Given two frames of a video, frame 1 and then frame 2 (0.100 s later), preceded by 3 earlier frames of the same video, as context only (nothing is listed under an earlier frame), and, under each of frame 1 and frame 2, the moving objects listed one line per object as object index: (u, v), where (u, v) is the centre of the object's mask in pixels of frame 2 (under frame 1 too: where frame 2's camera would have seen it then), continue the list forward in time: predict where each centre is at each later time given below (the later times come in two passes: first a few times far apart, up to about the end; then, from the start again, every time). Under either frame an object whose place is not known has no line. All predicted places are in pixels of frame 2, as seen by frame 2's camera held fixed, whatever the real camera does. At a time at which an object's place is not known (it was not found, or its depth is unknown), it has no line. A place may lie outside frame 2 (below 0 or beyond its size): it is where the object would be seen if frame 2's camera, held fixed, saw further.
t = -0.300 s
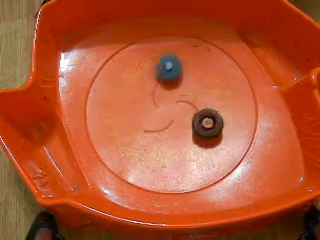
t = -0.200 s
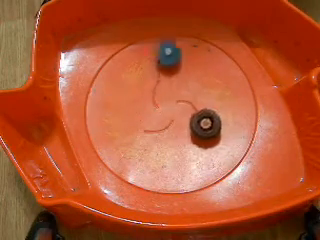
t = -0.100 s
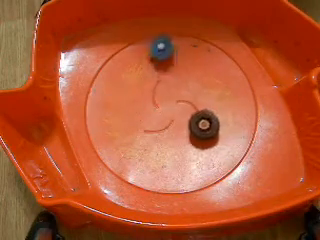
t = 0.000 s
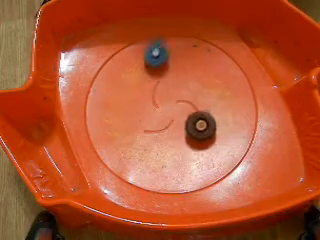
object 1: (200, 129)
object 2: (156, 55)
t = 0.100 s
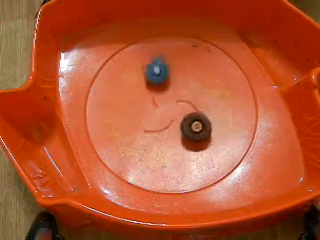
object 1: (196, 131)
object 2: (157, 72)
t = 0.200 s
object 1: (192, 131)
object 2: (167, 89)
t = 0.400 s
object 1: (186, 142)
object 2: (202, 96)
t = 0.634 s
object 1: (156, 164)
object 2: (209, 58)
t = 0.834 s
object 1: (147, 150)
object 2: (177, 66)
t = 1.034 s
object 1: (149, 137)
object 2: (171, 106)
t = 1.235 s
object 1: (143, 130)
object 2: (206, 123)
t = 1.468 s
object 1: (145, 130)
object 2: (232, 107)
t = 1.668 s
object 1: (146, 128)
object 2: (202, 98)
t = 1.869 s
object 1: (145, 123)
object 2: (175, 120)
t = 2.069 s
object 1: (145, 126)
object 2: (189, 141)
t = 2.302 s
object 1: (146, 125)
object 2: (195, 121)
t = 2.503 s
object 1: (136, 126)
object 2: (181, 106)
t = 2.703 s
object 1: (121, 129)
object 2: (193, 80)
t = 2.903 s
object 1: (128, 126)
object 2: (169, 71)
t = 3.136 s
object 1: (134, 118)
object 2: (160, 102)
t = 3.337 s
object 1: (137, 115)
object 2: (182, 126)
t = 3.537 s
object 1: (138, 112)
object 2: (210, 119)
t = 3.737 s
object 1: (139, 110)
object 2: (196, 100)
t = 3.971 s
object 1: (133, 112)
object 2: (177, 108)
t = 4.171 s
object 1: (123, 114)
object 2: (201, 100)
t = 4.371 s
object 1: (129, 113)
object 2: (198, 87)
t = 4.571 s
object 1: (137, 110)
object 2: (181, 92)
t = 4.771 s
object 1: (145, 100)
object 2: (175, 119)
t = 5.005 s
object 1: (147, 97)
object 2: (191, 136)
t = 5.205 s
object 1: (149, 96)
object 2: (196, 123)
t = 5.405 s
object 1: (150, 98)
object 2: (174, 114)
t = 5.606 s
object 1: (147, 97)
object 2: (172, 120)
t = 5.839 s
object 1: (150, 95)
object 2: (171, 121)
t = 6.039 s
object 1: (151, 95)
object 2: (166, 127)
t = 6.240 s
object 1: (153, 93)
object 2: (171, 119)
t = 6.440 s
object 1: (155, 89)
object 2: (176, 116)
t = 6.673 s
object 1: (154, 87)
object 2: (189, 111)
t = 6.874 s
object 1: (152, 89)
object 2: (185, 102)
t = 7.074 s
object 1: (151, 92)
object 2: (180, 97)
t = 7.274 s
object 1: (137, 96)
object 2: (205, 92)
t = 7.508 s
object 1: (144, 93)
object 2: (211, 83)
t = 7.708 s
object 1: (154, 94)
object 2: (196, 98)
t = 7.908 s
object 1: (164, 92)
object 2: (181, 116)
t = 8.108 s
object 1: (166, 92)
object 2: (165, 133)
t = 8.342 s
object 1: (169, 91)
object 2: (152, 147)
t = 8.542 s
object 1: (172, 93)
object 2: (157, 140)
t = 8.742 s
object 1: (174, 93)
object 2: (157, 120)
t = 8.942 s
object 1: (182, 93)
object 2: (143, 118)
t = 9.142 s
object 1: (185, 95)
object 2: (139, 125)
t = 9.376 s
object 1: (185, 100)
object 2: (157, 113)
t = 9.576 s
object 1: (200, 94)
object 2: (140, 114)
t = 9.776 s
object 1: (198, 91)
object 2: (131, 119)
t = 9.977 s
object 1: (184, 97)
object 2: (146, 118)
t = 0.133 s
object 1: (194, 131)
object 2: (160, 79)
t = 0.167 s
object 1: (193, 131)
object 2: (163, 84)
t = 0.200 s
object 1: (192, 131)
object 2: (167, 89)
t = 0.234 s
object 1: (191, 132)
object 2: (172, 94)
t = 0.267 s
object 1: (191, 132)
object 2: (178, 98)
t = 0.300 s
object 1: (191, 132)
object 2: (184, 101)
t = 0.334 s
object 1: (190, 134)
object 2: (189, 103)
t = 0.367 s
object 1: (189, 136)
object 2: (195, 104)
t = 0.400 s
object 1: (186, 142)
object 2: (202, 96)
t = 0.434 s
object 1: (183, 148)
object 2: (207, 89)
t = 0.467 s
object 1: (178, 154)
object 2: (210, 83)
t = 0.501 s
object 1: (173, 158)
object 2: (212, 77)
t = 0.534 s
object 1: (169, 161)
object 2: (213, 71)
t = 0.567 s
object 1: (164, 163)
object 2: (213, 65)
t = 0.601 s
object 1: (160, 164)
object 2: (211, 61)
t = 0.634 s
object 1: (156, 164)
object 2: (209, 58)
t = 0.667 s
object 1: (152, 163)
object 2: (204, 55)
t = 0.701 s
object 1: (150, 161)
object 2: (198, 53)
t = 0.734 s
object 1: (148, 159)
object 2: (193, 53)
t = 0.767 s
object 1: (147, 156)
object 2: (187, 56)
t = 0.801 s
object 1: (147, 154)
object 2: (182, 60)
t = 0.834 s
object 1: (147, 150)
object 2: (177, 66)
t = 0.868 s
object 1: (148, 148)
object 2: (172, 71)
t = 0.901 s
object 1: (148, 147)
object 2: (171, 78)
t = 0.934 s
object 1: (148, 145)
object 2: (170, 85)
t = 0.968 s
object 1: (149, 143)
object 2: (169, 92)
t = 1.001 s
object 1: (149, 140)
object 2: (169, 99)
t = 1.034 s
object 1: (149, 137)
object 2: (171, 106)
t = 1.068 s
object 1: (150, 135)
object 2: (172, 112)
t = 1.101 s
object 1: (147, 133)
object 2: (178, 116)
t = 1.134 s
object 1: (144, 131)
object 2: (186, 118)
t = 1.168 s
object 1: (143, 131)
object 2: (193, 120)
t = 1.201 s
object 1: (143, 130)
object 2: (199, 122)
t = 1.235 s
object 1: (143, 130)
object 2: (206, 123)
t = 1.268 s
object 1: (143, 131)
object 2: (212, 123)
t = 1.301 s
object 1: (144, 131)
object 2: (218, 122)
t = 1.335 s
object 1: (144, 130)
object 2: (224, 120)
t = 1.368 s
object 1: (145, 130)
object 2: (229, 118)
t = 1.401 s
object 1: (145, 130)
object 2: (232, 114)
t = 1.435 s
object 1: (145, 130)
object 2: (233, 111)
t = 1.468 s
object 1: (145, 130)
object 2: (232, 107)
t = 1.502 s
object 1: (146, 130)
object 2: (230, 104)
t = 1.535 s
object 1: (146, 129)
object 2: (226, 100)
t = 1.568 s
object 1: (146, 129)
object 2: (221, 98)
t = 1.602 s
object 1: (146, 129)
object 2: (215, 97)
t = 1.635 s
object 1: (146, 129)
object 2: (208, 98)
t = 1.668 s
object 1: (146, 128)
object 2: (202, 98)
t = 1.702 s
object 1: (146, 128)
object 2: (196, 102)
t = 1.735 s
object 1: (146, 128)
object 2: (190, 105)
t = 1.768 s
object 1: (147, 128)
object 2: (186, 108)
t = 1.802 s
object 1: (146, 124)
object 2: (181, 111)
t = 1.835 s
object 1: (146, 123)
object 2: (177, 116)
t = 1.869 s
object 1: (145, 123)
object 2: (175, 120)
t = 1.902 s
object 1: (144, 124)
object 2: (175, 124)
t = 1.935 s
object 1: (145, 124)
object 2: (175, 129)
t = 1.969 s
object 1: (145, 124)
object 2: (177, 134)
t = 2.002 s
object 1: (145, 124)
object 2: (181, 137)
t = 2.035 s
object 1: (145, 124)
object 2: (185, 140)
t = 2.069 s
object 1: (145, 126)
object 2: (189, 141)
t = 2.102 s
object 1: (145, 126)
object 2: (193, 140)
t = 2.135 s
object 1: (145, 126)
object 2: (196, 138)
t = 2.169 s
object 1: (146, 125)
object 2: (197, 135)
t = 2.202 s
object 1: (146, 125)
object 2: (198, 132)
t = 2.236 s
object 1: (146, 125)
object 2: (198, 128)
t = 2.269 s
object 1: (146, 125)
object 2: (197, 124)
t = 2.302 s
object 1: (146, 125)
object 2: (195, 121)
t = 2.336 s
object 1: (146, 125)
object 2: (191, 117)
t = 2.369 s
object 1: (146, 124)
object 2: (187, 114)
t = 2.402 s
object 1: (146, 124)
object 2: (182, 112)
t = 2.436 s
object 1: (146, 124)
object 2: (177, 111)
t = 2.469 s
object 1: (145, 124)
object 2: (175, 109)
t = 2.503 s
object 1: (136, 126)
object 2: (181, 106)
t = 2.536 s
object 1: (128, 128)
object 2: (187, 101)
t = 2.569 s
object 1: (123, 129)
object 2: (190, 97)
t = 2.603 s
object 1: (121, 130)
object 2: (192, 93)
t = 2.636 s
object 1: (121, 130)
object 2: (193, 89)
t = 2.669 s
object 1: (121, 129)
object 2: (194, 85)
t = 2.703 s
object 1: (121, 129)
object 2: (193, 80)
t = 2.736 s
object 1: (122, 128)
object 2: (191, 76)
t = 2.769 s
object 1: (123, 128)
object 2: (189, 72)
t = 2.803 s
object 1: (124, 127)
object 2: (184, 70)
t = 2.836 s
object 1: (126, 127)
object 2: (179, 69)
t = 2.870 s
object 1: (127, 126)
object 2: (174, 70)
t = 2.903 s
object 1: (128, 126)
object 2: (169, 71)
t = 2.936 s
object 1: (129, 125)
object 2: (164, 75)
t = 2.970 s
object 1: (130, 121)
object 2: (161, 79)
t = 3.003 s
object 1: (131, 121)
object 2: (160, 82)
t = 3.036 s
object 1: (132, 120)
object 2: (158, 88)
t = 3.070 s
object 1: (133, 119)
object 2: (158, 92)
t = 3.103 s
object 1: (133, 118)
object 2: (159, 98)
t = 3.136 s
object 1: (134, 118)
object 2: (160, 102)
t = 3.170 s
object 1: (134, 117)
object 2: (163, 107)
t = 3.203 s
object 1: (135, 117)
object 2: (166, 111)
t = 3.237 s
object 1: (135, 117)
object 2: (170, 116)
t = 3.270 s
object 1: (136, 116)
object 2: (174, 119)
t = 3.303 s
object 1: (137, 116)
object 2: (177, 122)
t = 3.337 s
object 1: (137, 115)
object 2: (182, 126)
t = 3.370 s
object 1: (137, 114)
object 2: (188, 128)
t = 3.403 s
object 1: (138, 114)
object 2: (193, 128)
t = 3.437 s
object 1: (138, 114)
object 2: (198, 128)
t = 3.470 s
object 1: (138, 113)
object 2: (203, 126)
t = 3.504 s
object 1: (138, 112)
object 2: (207, 123)
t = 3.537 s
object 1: (138, 112)
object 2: (210, 119)
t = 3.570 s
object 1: (139, 112)
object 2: (211, 116)
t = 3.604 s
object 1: (139, 112)
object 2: (211, 112)
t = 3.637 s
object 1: (139, 111)
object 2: (209, 108)
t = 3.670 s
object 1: (139, 111)
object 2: (205, 105)
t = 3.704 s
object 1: (139, 110)
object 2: (201, 102)
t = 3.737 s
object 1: (139, 110)
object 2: (196, 100)
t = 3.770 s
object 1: (140, 110)
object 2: (191, 100)
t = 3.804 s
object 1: (140, 110)
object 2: (186, 100)
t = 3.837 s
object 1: (140, 109)
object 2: (182, 101)
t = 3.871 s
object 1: (140, 109)
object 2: (177, 102)
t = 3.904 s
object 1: (140, 109)
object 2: (173, 105)
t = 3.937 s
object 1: (139, 109)
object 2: (171, 108)
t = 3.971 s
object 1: (133, 112)
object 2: (177, 108)
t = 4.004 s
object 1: (127, 113)
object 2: (183, 108)
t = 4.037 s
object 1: (123, 113)
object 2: (189, 108)
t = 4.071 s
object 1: (122, 114)
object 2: (193, 106)
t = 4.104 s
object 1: (121, 114)
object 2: (197, 104)
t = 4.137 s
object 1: (122, 114)
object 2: (198, 103)
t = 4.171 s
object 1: (123, 114)
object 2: (201, 100)
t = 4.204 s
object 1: (124, 114)
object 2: (203, 98)
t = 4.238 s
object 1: (125, 114)
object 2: (203, 95)
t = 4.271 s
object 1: (126, 114)
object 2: (204, 92)
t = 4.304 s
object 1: (127, 114)
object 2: (202, 91)
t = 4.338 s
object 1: (128, 113)
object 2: (200, 88)
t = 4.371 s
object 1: (129, 113)
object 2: (198, 87)
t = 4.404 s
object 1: (130, 113)
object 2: (196, 86)
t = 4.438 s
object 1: (131, 113)
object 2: (194, 87)
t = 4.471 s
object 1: (131, 113)
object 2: (191, 86)
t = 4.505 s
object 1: (133, 112)
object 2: (188, 88)
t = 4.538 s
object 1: (135, 111)
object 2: (184, 90)
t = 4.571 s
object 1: (137, 110)
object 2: (181, 92)
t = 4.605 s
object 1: (138, 110)
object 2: (178, 97)
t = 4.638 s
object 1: (140, 108)
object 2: (176, 101)
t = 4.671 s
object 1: (142, 107)
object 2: (175, 105)
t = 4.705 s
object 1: (144, 106)
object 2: (174, 110)
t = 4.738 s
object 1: (145, 104)
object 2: (175, 115)
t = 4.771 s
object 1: (145, 100)
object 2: (175, 119)
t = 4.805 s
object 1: (146, 99)
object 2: (176, 123)
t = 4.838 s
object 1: (146, 98)
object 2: (177, 127)
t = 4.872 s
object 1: (147, 98)
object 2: (179, 131)
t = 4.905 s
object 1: (147, 97)
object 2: (181, 133)
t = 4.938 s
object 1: (147, 97)
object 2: (184, 135)
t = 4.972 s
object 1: (147, 97)
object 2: (188, 136)
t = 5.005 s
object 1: (147, 97)
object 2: (191, 136)
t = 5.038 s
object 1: (148, 96)
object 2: (194, 136)
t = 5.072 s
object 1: (148, 96)
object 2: (196, 134)
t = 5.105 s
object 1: (148, 96)
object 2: (197, 132)
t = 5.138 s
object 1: (148, 96)
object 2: (198, 129)
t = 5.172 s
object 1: (149, 96)
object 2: (198, 126)
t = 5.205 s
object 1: (149, 96)
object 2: (196, 123)
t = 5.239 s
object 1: (149, 96)
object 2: (193, 119)
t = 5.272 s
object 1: (149, 95)
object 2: (189, 117)
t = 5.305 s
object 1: (150, 95)
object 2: (186, 115)
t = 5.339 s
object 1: (150, 96)
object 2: (181, 113)
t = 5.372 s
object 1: (150, 96)
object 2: (177, 113)
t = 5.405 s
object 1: (150, 98)
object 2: (174, 114)
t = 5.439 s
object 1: (148, 98)
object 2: (174, 116)
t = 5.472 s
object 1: (147, 97)
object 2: (174, 118)
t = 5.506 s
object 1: (147, 97)
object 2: (173, 118)
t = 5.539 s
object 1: (147, 97)
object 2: (173, 118)
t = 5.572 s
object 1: (147, 97)
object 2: (172, 119)
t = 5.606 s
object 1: (147, 97)
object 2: (172, 120)
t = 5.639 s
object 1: (147, 97)
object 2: (172, 120)
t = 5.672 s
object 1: (148, 97)
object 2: (172, 119)
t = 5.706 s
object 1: (148, 97)
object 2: (172, 119)
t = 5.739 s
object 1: (148, 97)
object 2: (172, 119)
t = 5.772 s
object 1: (148, 97)
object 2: (172, 120)
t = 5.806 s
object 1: (149, 96)
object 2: (171, 121)
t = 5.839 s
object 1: (150, 95)
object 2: (171, 121)
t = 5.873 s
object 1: (151, 95)
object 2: (170, 122)
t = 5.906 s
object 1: (151, 95)
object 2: (168, 124)
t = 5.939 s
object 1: (151, 95)
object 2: (166, 125)
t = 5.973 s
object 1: (151, 95)
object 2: (165, 127)
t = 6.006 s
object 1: (151, 95)
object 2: (165, 127)
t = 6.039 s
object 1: (151, 95)
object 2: (166, 127)
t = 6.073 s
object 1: (151, 95)
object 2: (168, 126)
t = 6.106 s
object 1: (151, 95)
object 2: (169, 124)
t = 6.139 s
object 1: (152, 94)
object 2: (170, 122)
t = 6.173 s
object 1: (152, 94)
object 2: (171, 120)
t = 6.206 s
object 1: (153, 94)
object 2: (171, 119)
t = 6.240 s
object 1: (153, 93)
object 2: (171, 119)
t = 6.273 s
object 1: (154, 93)
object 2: (171, 119)
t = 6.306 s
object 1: (154, 93)
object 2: (171, 118)
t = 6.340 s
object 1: (154, 93)
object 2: (171, 117)
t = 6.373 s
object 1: (154, 93)
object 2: (171, 116)
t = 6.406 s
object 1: (155, 91)
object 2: (173, 116)
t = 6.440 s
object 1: (155, 89)
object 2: (176, 116)
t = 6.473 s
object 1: (155, 90)
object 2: (178, 116)
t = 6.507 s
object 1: (156, 88)
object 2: (180, 116)
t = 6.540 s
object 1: (156, 87)
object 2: (183, 115)
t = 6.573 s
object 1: (155, 87)
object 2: (185, 114)
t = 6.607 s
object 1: (155, 87)
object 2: (187, 113)
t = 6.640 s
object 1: (155, 87)
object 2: (188, 112)
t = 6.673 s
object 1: (154, 87)
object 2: (189, 111)
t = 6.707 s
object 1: (154, 87)
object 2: (189, 109)
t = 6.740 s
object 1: (154, 87)
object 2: (189, 108)
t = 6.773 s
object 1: (154, 88)
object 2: (188, 106)
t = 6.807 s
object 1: (153, 87)
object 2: (187, 104)
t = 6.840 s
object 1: (153, 88)
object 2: (186, 103)
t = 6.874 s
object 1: (152, 89)
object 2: (185, 102)
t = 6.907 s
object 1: (152, 89)
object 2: (183, 100)
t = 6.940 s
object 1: (151, 91)
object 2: (182, 100)
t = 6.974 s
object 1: (151, 91)
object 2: (180, 99)
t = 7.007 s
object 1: (151, 92)
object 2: (180, 98)
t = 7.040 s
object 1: (151, 92)
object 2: (180, 98)
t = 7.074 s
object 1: (151, 92)
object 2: (180, 97)
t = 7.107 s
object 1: (148, 93)
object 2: (184, 97)
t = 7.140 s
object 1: (142, 93)
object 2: (190, 96)
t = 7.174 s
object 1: (138, 94)
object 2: (195, 94)
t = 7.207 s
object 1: (136, 95)
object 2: (198, 94)
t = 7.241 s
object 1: (136, 95)
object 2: (202, 93)
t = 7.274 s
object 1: (137, 96)
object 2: (205, 92)
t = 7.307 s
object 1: (138, 96)
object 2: (209, 91)
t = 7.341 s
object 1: (139, 96)
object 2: (211, 88)
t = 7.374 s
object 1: (141, 95)
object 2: (214, 87)
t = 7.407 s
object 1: (142, 94)
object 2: (214, 85)
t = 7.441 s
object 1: (143, 94)
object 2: (214, 84)
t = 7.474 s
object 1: (144, 94)
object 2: (213, 83)
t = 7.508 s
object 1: (144, 93)
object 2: (211, 83)
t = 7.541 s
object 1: (145, 93)
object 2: (208, 84)
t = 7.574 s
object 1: (146, 94)
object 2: (205, 87)
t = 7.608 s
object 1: (147, 94)
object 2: (203, 89)
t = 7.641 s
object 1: (149, 94)
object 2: (201, 92)
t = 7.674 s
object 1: (152, 94)
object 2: (198, 95)
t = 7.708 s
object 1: (154, 94)
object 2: (196, 98)
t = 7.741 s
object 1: (157, 94)
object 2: (194, 101)
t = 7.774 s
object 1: (158, 93)
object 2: (192, 104)
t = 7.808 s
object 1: (160, 93)
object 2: (190, 107)
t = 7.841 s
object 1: (163, 93)
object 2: (187, 110)
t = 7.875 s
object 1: (164, 92)
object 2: (185, 113)
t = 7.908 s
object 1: (164, 92)
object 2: (181, 116)
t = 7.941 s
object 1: (164, 91)
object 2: (179, 119)
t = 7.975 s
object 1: (164, 91)
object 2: (177, 122)
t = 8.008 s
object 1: (165, 91)
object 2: (174, 125)
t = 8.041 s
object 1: (165, 91)
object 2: (171, 127)
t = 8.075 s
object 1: (165, 91)
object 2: (167, 131)
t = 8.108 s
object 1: (166, 92)
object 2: (165, 133)
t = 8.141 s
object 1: (166, 92)
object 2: (162, 136)
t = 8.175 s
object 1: (167, 92)
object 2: (159, 138)
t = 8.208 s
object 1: (167, 92)
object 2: (157, 140)
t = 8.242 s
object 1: (167, 91)
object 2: (155, 142)
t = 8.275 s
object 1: (168, 91)
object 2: (154, 144)
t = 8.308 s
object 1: (168, 91)
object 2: (153, 146)
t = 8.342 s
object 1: (169, 91)
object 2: (152, 147)
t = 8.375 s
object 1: (169, 91)
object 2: (153, 147)
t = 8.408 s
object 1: (169, 91)
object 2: (153, 147)
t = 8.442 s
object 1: (170, 92)
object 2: (154, 146)
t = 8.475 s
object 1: (170, 92)
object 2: (155, 145)
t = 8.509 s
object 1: (171, 92)
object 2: (156, 143)
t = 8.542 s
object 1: (172, 93)
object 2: (157, 140)
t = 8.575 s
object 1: (172, 93)
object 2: (157, 136)
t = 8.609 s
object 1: (173, 93)
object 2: (157, 133)
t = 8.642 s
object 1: (173, 93)
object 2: (158, 129)
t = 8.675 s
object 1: (173, 93)
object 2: (157, 127)
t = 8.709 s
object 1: (173, 93)
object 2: (157, 123)
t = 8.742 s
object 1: (174, 93)
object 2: (157, 120)
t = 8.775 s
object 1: (174, 94)
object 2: (157, 117)
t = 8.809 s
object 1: (178, 93)
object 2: (155, 116)
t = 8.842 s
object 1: (180, 92)
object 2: (152, 117)
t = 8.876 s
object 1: (181, 92)
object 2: (148, 118)
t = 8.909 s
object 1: (181, 92)
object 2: (146, 118)
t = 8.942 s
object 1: (182, 93)
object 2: (143, 118)
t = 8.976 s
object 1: (182, 94)
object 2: (141, 119)
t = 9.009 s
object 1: (182, 95)
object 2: (139, 120)
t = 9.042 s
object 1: (183, 95)
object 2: (138, 122)
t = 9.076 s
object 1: (184, 95)
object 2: (137, 123)
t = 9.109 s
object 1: (184, 95)
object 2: (138, 125)
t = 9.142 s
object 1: (185, 95)
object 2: (139, 125)
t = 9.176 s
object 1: (185, 96)
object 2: (142, 126)
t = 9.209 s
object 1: (185, 97)
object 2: (145, 125)
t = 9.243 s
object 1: (185, 97)
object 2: (147, 123)
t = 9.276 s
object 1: (185, 98)
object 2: (149, 121)
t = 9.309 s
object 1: (185, 99)
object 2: (151, 119)
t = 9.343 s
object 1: (185, 99)
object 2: (156, 115)
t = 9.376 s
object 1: (185, 100)
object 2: (157, 113)
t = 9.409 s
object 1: (186, 100)
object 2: (158, 111)
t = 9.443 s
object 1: (189, 99)
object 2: (155, 111)
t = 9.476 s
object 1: (193, 97)
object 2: (150, 112)
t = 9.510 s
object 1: (196, 97)
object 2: (146, 113)
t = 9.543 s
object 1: (198, 95)
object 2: (143, 113)
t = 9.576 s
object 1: (200, 94)
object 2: (140, 114)
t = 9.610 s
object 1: (201, 93)
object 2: (137, 114)
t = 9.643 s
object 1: (201, 92)
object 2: (134, 116)
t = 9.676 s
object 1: (200, 91)
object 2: (132, 116)
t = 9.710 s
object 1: (200, 91)
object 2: (131, 117)
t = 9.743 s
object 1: (199, 91)
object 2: (131, 118)
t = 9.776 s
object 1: (198, 91)
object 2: (131, 119)
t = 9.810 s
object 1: (196, 91)
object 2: (132, 119)
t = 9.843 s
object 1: (194, 91)
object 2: (134, 120)
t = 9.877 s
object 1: (191, 91)
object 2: (137, 120)
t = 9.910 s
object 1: (189, 92)
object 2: (141, 120)
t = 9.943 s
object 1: (186, 95)
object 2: (143, 119)
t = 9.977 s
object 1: (184, 97)
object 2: (146, 118)
